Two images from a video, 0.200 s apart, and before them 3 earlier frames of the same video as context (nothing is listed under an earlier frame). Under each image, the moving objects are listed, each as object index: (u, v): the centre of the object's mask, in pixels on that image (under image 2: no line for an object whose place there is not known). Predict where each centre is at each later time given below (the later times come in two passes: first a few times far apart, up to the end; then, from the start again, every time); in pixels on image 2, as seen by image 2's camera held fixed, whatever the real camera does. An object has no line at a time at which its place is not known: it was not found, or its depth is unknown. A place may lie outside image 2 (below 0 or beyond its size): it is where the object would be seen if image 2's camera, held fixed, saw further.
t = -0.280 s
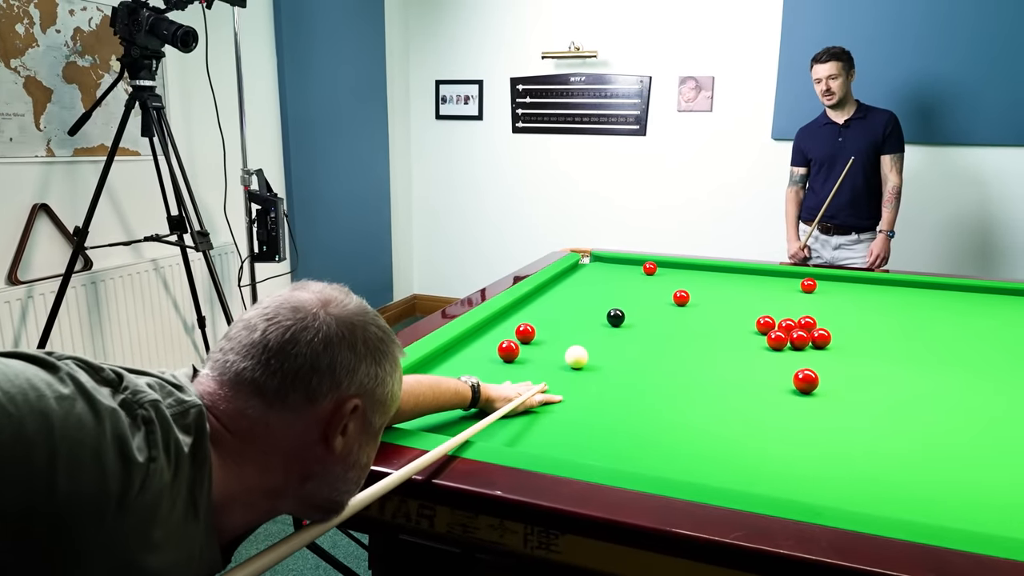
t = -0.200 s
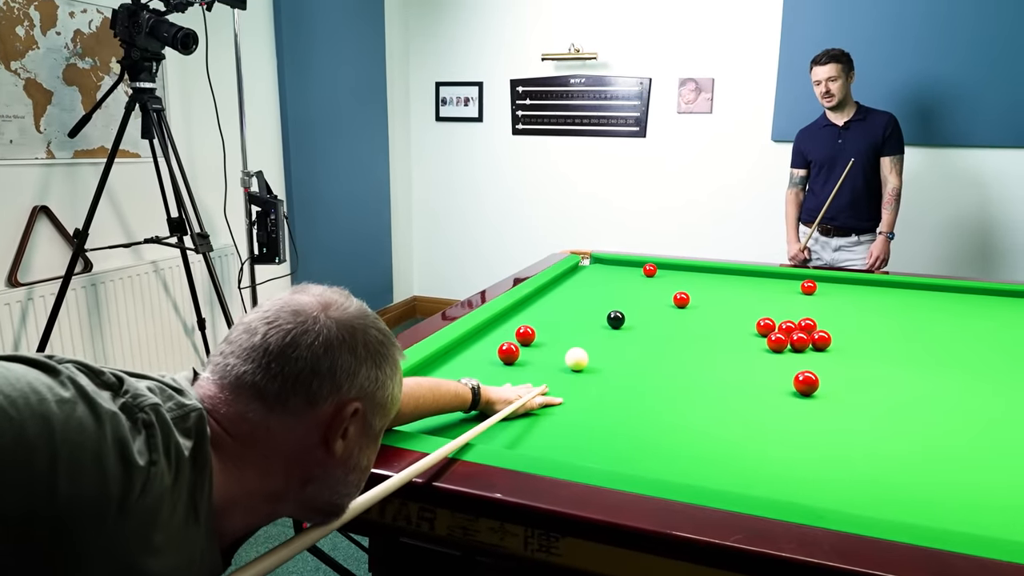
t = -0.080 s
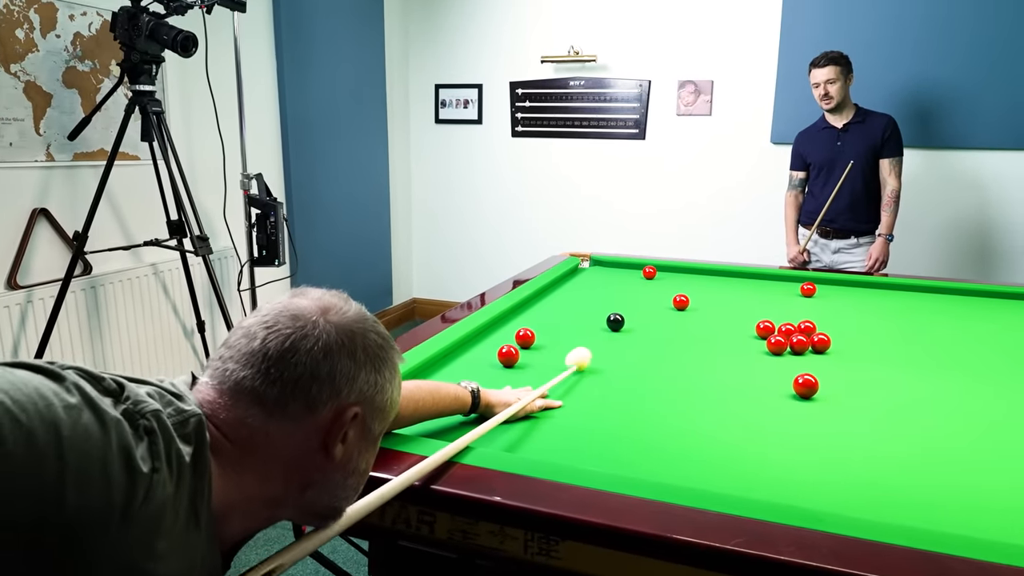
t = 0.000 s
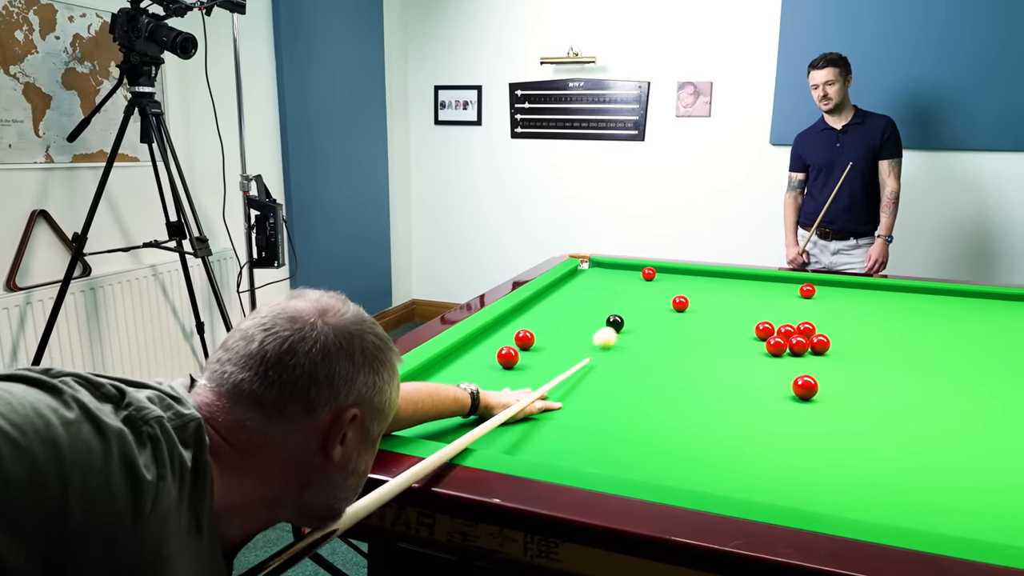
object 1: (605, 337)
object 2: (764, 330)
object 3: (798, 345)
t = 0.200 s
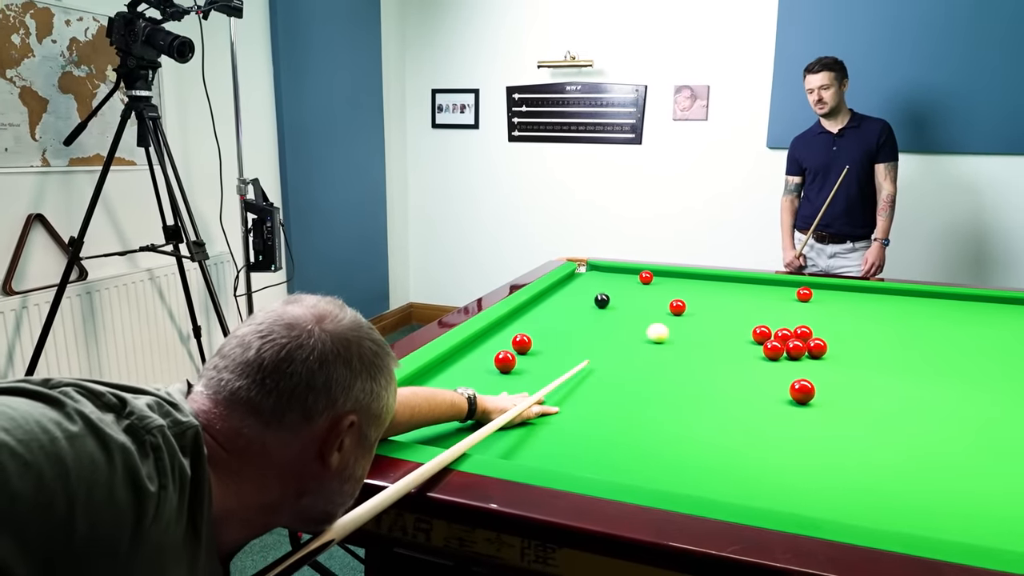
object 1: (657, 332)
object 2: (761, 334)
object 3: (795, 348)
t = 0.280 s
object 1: (675, 333)
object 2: (761, 334)
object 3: (795, 348)
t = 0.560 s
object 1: (736, 336)
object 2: (761, 334)
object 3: (795, 349)
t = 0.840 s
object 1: (780, 339)
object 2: (771, 328)
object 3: (796, 349)
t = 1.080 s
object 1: (791, 344)
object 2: (779, 325)
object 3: (817, 355)
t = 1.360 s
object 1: (796, 344)
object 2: (789, 322)
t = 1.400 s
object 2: (790, 321)
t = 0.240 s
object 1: (666, 333)
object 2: (761, 334)
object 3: (795, 348)
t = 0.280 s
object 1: (675, 333)
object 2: (761, 334)
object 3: (795, 348)
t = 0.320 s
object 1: (684, 334)
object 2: (761, 334)
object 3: (795, 348)
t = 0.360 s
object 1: (692, 334)
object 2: (761, 334)
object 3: (795, 348)
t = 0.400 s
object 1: (701, 335)
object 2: (761, 334)
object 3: (795, 349)
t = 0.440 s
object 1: (710, 335)
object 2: (761, 334)
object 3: (795, 348)
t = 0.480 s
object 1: (718, 335)
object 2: (761, 334)
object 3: (795, 349)
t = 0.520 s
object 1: (727, 336)
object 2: (761, 334)
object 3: (795, 349)
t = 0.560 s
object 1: (736, 336)
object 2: (761, 334)
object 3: (795, 349)
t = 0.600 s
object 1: (744, 337)
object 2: (762, 334)
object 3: (795, 348)
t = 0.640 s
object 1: (751, 338)
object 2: (765, 332)
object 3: (795, 348)
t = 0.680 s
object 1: (756, 338)
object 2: (768, 330)
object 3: (795, 349)
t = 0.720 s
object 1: (761, 339)
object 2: (769, 329)
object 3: (795, 349)
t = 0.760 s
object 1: (766, 338)
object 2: (769, 328)
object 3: (795, 349)
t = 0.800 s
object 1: (774, 338)
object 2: (769, 328)
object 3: (795, 349)
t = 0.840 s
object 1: (780, 339)
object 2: (771, 328)
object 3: (796, 349)
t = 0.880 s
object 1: (783, 340)
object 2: (772, 328)
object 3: (800, 350)
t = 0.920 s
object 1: (785, 341)
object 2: (774, 327)
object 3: (804, 351)
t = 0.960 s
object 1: (786, 342)
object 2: (775, 327)
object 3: (807, 352)
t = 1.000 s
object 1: (788, 343)
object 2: (777, 326)
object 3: (811, 353)
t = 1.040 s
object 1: (789, 343)
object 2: (778, 326)
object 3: (814, 354)
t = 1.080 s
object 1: (791, 344)
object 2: (779, 325)
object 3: (817, 355)
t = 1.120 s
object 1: (792, 344)
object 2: (781, 324)
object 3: (821, 356)
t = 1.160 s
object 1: (793, 344)
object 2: (782, 324)
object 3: (824, 356)
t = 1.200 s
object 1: (795, 344)
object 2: (784, 323)
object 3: (827, 357)
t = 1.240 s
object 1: (795, 344)
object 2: (785, 323)
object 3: (830, 358)
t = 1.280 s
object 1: (796, 344)
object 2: (786, 322)
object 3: (833, 359)
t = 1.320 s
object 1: (796, 344)
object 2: (788, 322)
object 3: (837, 360)
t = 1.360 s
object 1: (796, 344)
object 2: (789, 322)
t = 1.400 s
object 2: (790, 321)
